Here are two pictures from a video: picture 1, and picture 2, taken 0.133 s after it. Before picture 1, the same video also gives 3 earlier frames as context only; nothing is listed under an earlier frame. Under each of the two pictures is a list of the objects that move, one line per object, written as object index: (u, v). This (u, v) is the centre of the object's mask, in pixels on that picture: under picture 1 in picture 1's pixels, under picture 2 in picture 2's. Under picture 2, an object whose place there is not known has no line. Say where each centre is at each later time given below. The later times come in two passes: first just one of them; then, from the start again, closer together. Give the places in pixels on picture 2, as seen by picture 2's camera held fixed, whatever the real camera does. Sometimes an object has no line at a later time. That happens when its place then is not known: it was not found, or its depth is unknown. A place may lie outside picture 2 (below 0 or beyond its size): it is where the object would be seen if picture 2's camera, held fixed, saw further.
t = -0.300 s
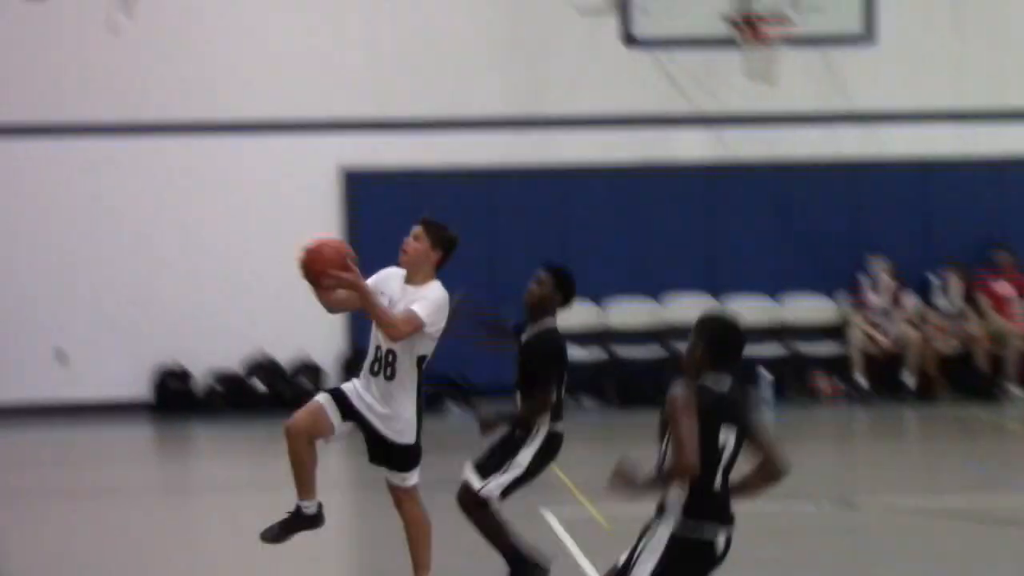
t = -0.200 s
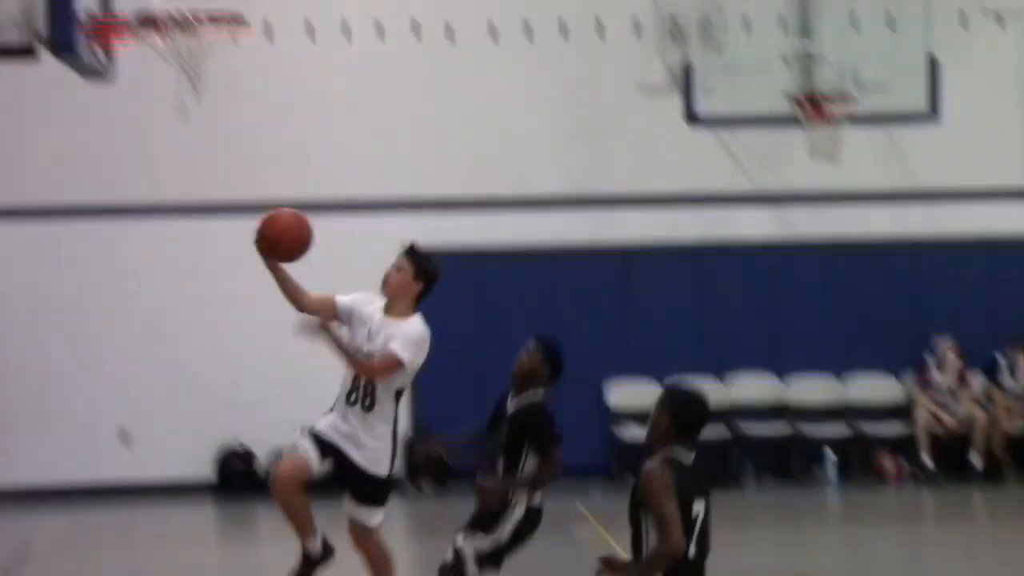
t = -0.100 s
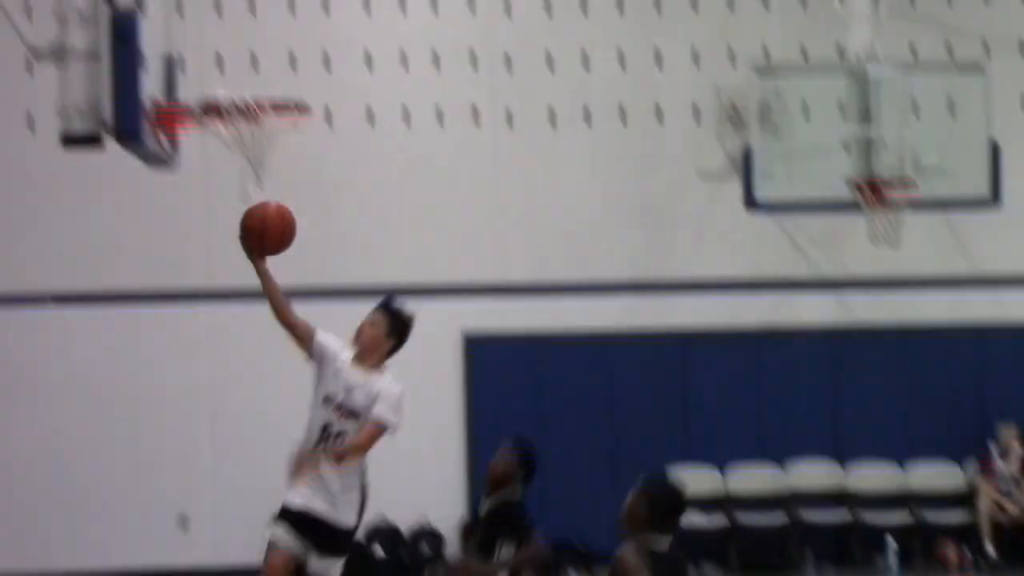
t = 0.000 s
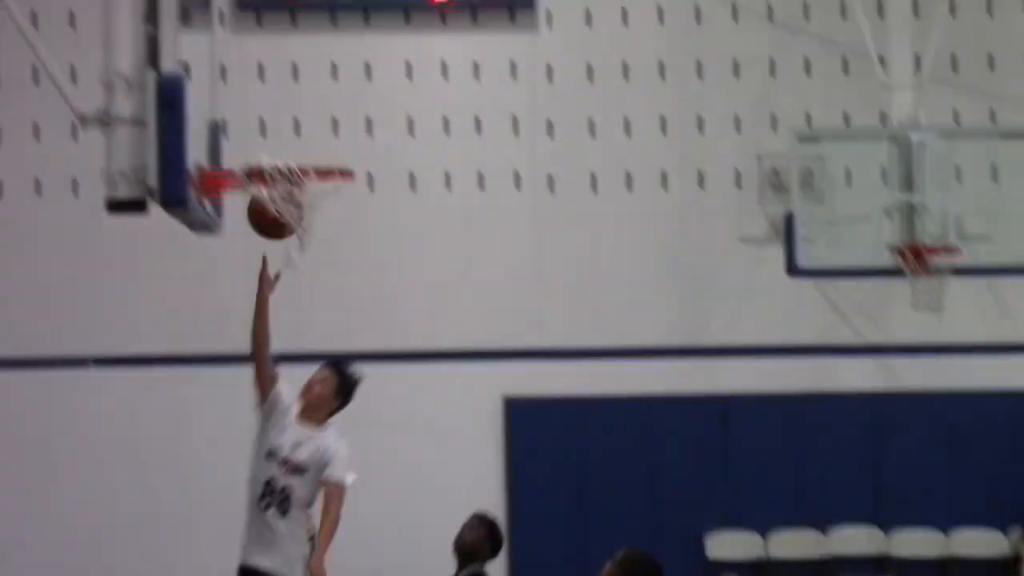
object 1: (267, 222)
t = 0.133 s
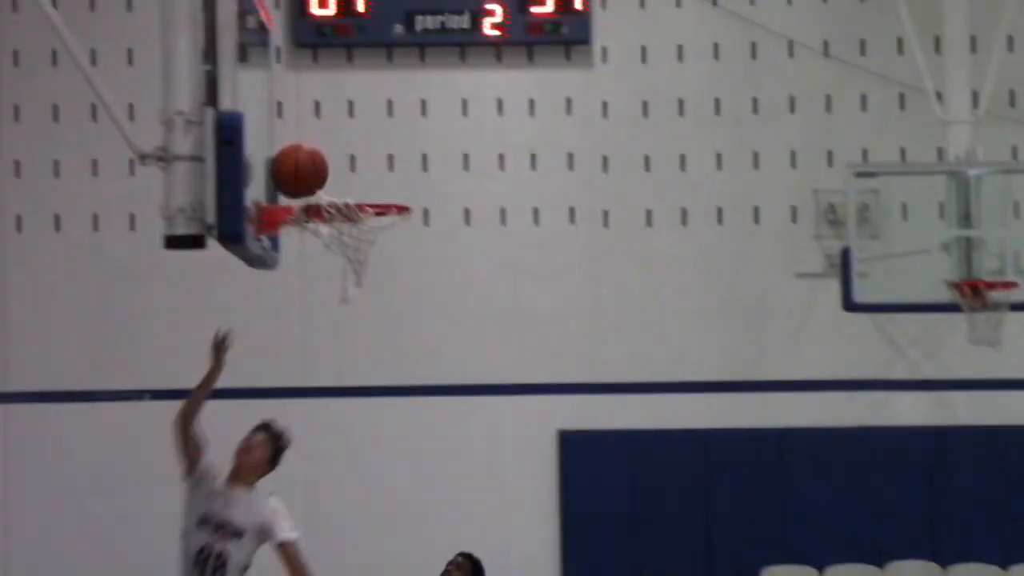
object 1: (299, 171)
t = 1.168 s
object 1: (361, 378)
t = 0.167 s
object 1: (290, 158)
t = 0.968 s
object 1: (326, 262)
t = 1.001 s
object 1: (332, 275)
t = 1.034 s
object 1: (340, 287)
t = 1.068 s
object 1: (349, 305)
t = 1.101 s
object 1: (354, 324)
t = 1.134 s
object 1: (358, 348)
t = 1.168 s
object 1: (361, 378)
